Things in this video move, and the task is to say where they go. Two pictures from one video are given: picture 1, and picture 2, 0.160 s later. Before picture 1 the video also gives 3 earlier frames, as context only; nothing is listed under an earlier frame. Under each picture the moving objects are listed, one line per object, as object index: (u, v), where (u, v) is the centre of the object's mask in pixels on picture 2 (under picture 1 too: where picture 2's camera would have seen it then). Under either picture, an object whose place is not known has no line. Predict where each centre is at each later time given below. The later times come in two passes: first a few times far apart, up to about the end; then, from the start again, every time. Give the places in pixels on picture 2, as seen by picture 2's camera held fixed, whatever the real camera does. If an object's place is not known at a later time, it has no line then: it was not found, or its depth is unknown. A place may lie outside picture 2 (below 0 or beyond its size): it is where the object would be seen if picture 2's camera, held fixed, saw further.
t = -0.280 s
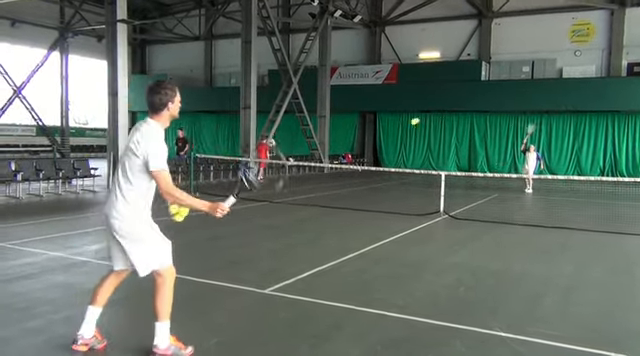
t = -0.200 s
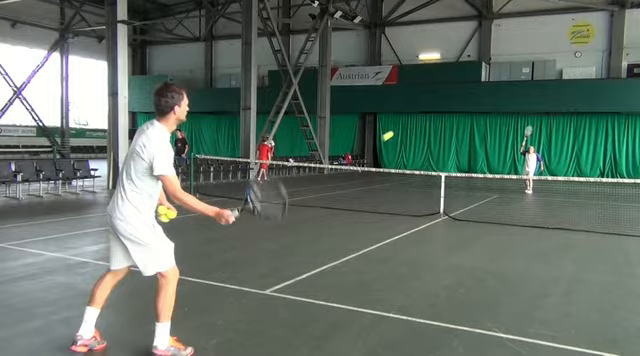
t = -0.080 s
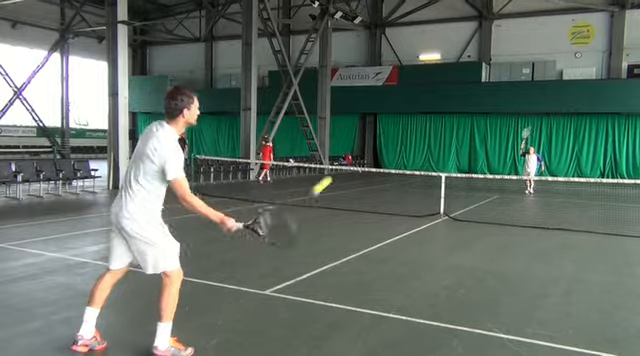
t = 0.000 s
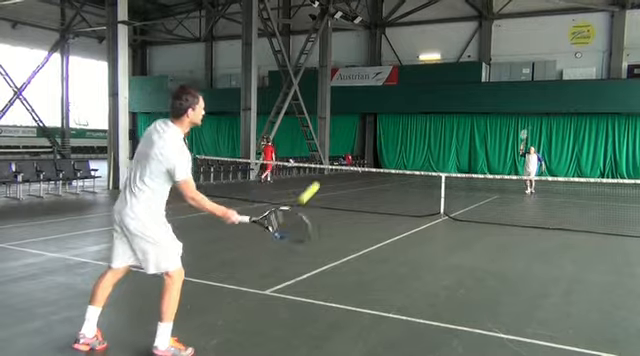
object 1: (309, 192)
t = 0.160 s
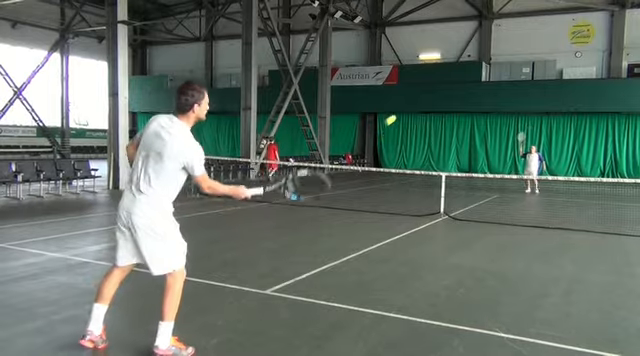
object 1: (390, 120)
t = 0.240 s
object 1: (414, 106)
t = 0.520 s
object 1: (460, 105)
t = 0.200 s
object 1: (403, 112)
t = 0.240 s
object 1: (414, 106)
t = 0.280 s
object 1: (423, 102)
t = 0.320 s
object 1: (431, 100)
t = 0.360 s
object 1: (439, 99)
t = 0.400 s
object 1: (445, 99)
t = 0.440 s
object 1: (451, 100)
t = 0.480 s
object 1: (456, 102)
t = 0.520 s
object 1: (460, 105)
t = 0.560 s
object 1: (465, 109)
